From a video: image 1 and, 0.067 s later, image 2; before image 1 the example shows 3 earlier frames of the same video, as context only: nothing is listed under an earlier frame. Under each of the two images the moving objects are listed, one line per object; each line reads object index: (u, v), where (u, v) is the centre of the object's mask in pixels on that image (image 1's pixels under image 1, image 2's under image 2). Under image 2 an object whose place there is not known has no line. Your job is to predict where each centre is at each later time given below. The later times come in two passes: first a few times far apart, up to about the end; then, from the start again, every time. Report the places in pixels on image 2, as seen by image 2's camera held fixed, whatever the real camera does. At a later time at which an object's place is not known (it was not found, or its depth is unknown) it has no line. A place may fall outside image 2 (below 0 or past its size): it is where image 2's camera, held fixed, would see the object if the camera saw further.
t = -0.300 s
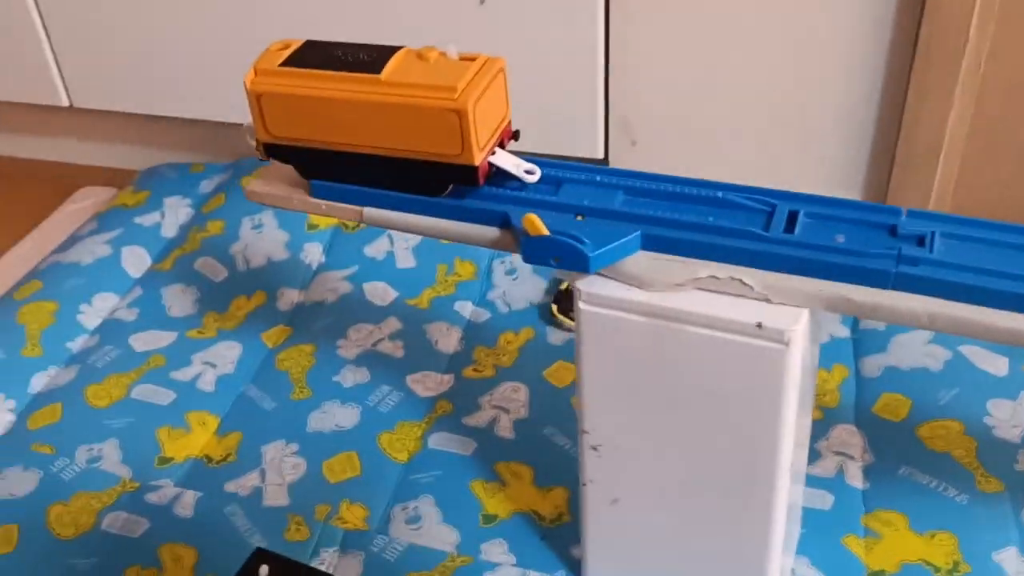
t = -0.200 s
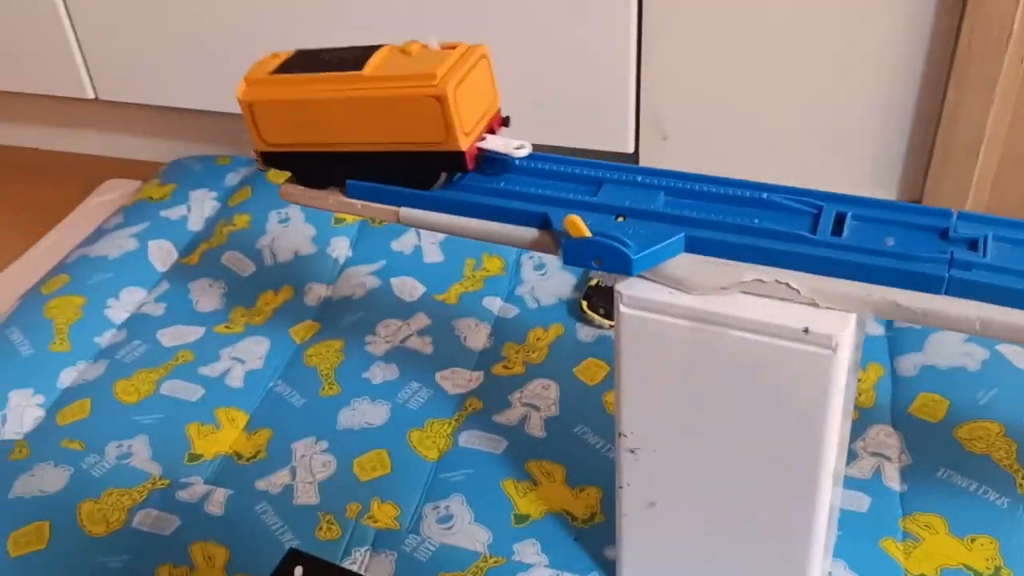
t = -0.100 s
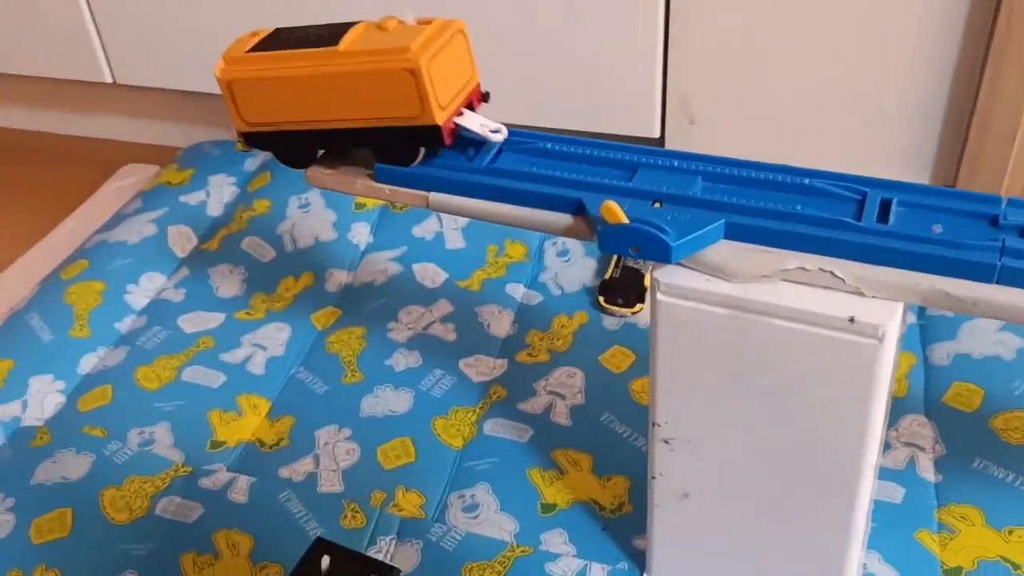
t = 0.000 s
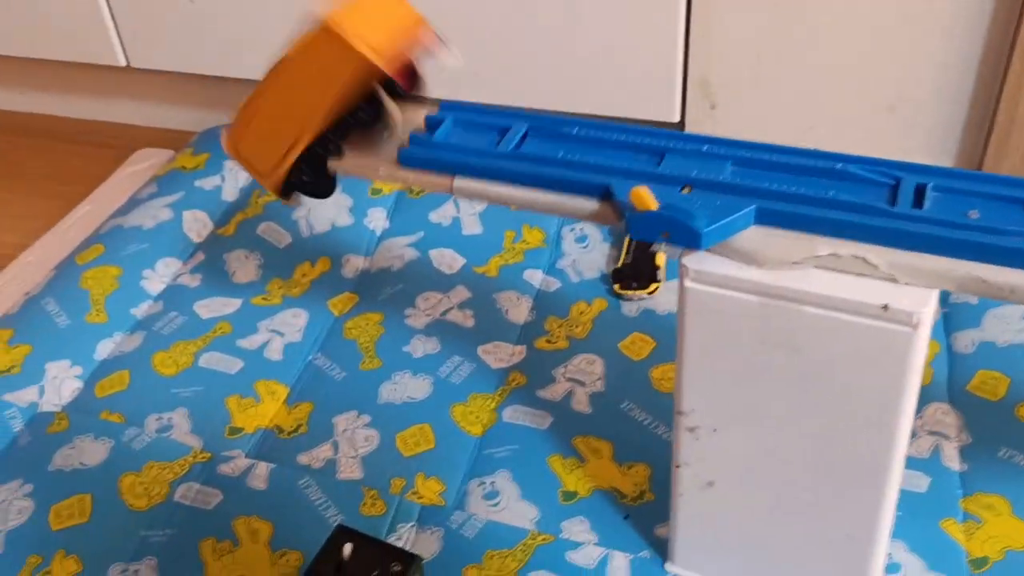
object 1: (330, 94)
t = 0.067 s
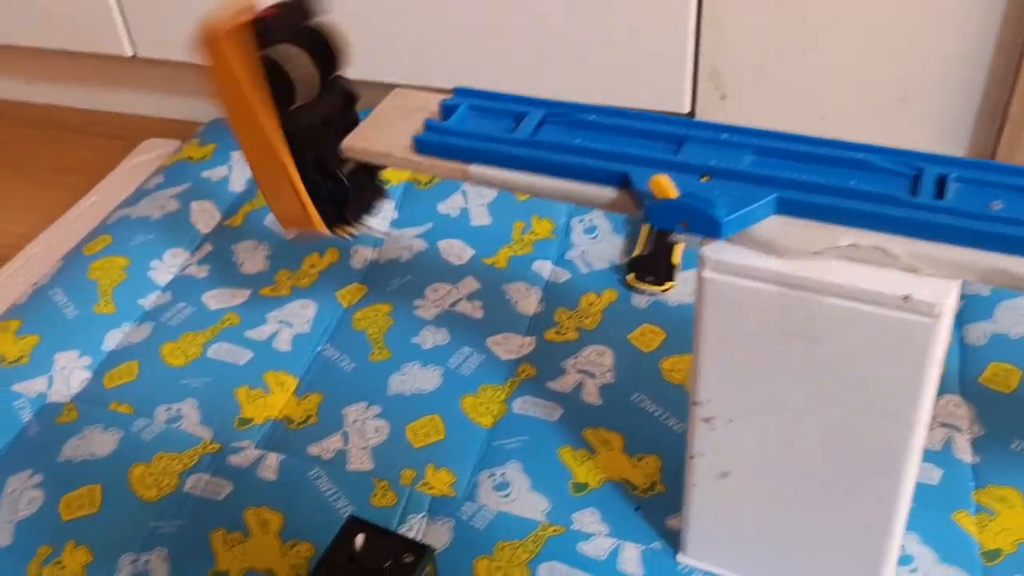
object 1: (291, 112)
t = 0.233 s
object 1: (305, 342)
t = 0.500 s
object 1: (368, 398)
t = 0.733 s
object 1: (367, 399)
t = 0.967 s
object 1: (363, 401)
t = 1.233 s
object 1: (364, 401)
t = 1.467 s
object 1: (363, 401)
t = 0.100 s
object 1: (274, 164)
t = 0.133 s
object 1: (271, 244)
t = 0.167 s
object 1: (281, 333)
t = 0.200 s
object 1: (292, 353)
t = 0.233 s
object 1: (305, 342)
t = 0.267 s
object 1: (320, 349)
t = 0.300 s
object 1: (340, 371)
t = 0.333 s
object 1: (359, 398)
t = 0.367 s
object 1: (361, 389)
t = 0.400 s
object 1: (371, 396)
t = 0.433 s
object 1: (370, 393)
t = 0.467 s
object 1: (371, 396)
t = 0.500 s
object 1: (368, 398)
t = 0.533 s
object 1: (363, 401)
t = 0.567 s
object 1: (359, 403)
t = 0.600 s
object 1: (359, 403)
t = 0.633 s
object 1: (360, 403)
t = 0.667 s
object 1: (364, 401)
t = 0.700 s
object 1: (367, 399)
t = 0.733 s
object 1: (367, 399)
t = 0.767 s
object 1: (365, 400)
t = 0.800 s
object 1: (361, 402)
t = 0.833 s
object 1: (360, 403)
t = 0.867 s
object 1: (362, 402)
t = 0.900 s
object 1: (365, 400)
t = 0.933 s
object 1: (365, 400)
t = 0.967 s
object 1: (363, 401)
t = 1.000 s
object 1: (362, 402)
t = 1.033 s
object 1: (362, 402)
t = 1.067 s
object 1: (364, 401)
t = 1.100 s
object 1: (364, 400)
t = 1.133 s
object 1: (363, 401)
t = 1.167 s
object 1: (362, 402)
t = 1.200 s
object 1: (363, 401)
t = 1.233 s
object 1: (364, 401)
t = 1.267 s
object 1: (363, 401)
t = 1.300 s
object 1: (363, 402)
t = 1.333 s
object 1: (363, 401)
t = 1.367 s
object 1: (363, 401)
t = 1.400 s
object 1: (363, 401)
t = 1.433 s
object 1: (363, 401)
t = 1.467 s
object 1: (363, 401)
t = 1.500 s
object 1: (363, 401)
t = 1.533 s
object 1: (363, 401)
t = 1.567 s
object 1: (363, 401)
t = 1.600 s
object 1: (363, 401)
